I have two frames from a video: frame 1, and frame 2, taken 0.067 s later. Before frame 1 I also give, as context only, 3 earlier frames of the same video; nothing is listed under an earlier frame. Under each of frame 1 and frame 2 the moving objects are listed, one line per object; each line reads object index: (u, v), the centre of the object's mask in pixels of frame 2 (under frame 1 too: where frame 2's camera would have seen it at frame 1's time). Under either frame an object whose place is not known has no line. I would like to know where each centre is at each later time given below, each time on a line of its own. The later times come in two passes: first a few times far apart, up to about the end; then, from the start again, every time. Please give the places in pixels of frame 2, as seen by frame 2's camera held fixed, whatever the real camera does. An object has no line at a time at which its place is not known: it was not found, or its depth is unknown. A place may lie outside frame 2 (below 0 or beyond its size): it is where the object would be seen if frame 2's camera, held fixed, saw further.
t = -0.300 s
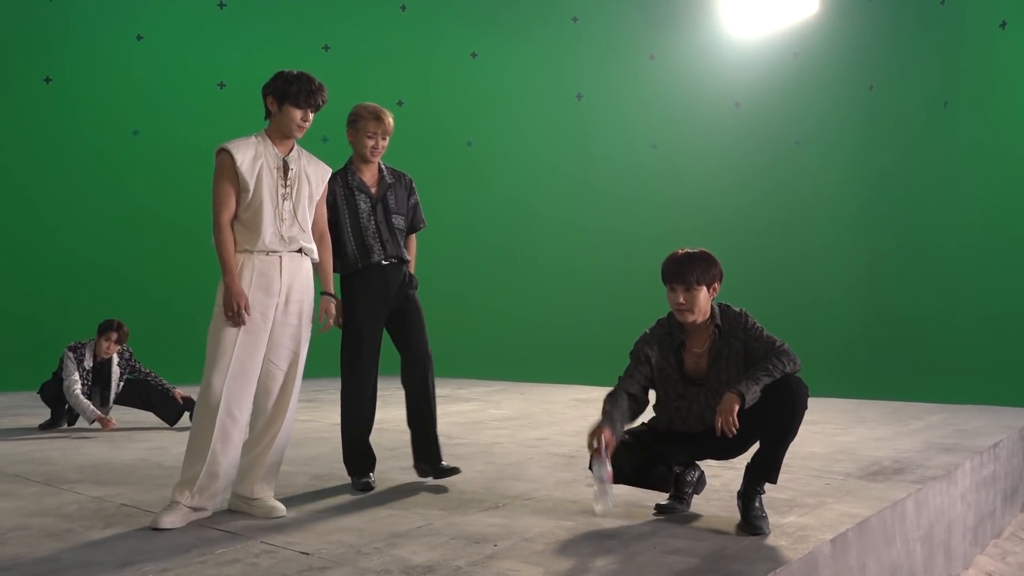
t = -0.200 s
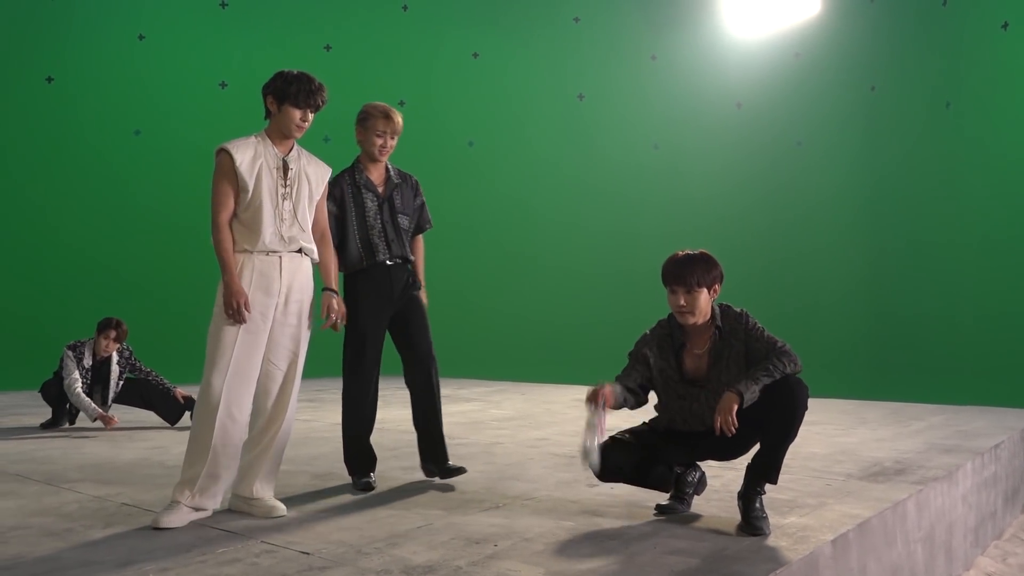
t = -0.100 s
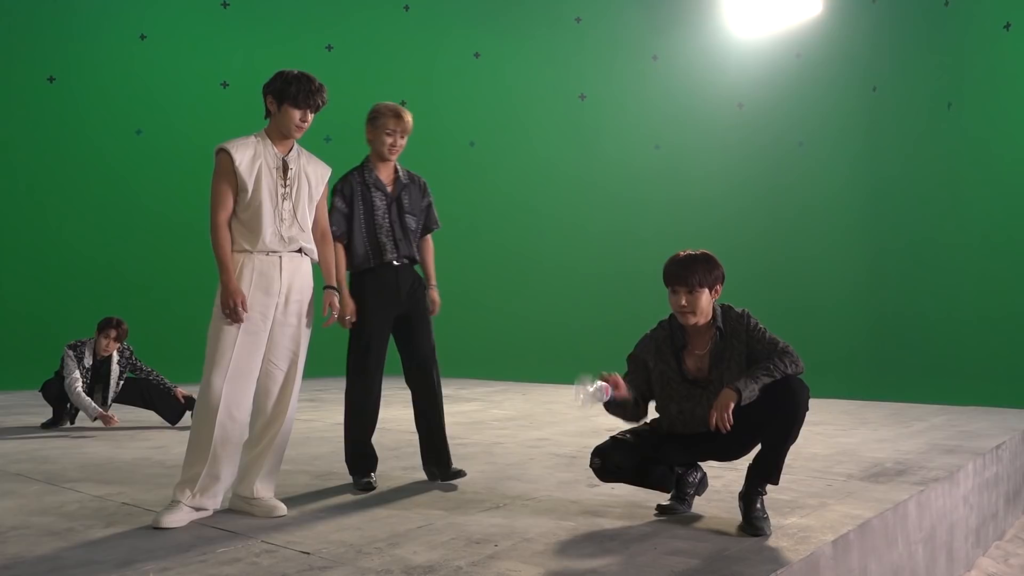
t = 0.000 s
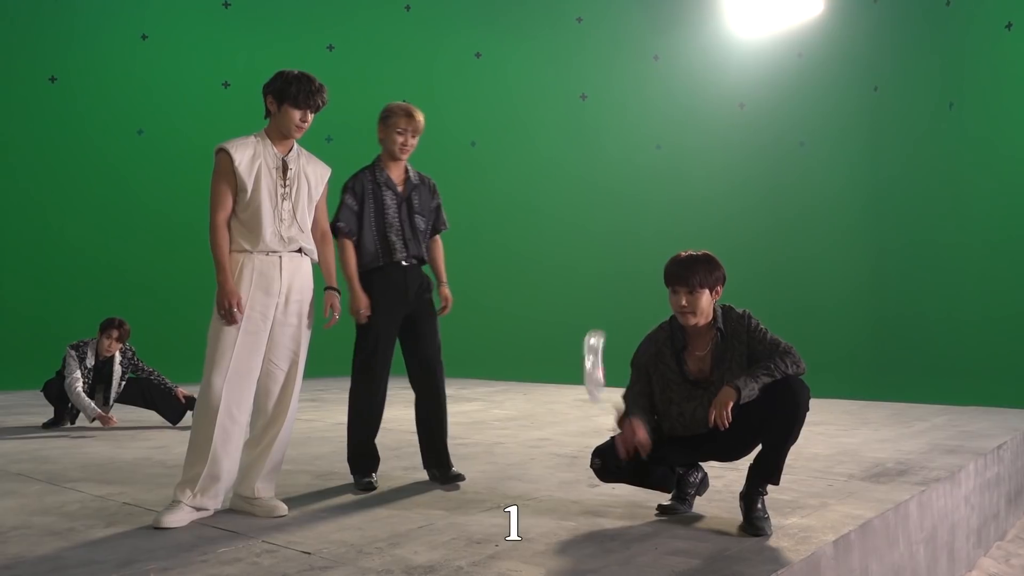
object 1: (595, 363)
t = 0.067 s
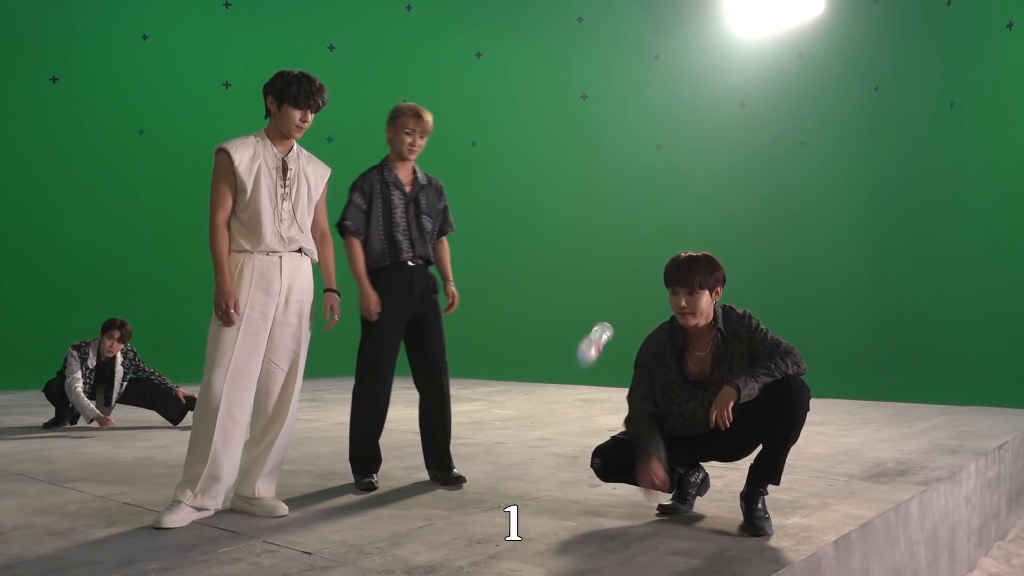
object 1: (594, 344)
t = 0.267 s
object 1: (605, 379)
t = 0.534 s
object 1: (624, 517)
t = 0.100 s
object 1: (596, 340)
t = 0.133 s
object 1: (599, 340)
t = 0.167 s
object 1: (601, 345)
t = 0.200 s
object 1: (602, 355)
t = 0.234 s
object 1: (604, 365)
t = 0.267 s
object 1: (605, 379)
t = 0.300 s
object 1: (607, 399)
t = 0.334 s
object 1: (611, 427)
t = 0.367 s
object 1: (612, 449)
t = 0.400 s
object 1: (614, 476)
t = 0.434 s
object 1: (616, 509)
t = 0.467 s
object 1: (620, 517)
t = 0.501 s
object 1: (623, 517)
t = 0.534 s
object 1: (624, 517)
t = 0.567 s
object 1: (626, 517)
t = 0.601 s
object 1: (627, 517)
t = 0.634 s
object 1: (629, 517)
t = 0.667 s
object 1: (631, 517)
